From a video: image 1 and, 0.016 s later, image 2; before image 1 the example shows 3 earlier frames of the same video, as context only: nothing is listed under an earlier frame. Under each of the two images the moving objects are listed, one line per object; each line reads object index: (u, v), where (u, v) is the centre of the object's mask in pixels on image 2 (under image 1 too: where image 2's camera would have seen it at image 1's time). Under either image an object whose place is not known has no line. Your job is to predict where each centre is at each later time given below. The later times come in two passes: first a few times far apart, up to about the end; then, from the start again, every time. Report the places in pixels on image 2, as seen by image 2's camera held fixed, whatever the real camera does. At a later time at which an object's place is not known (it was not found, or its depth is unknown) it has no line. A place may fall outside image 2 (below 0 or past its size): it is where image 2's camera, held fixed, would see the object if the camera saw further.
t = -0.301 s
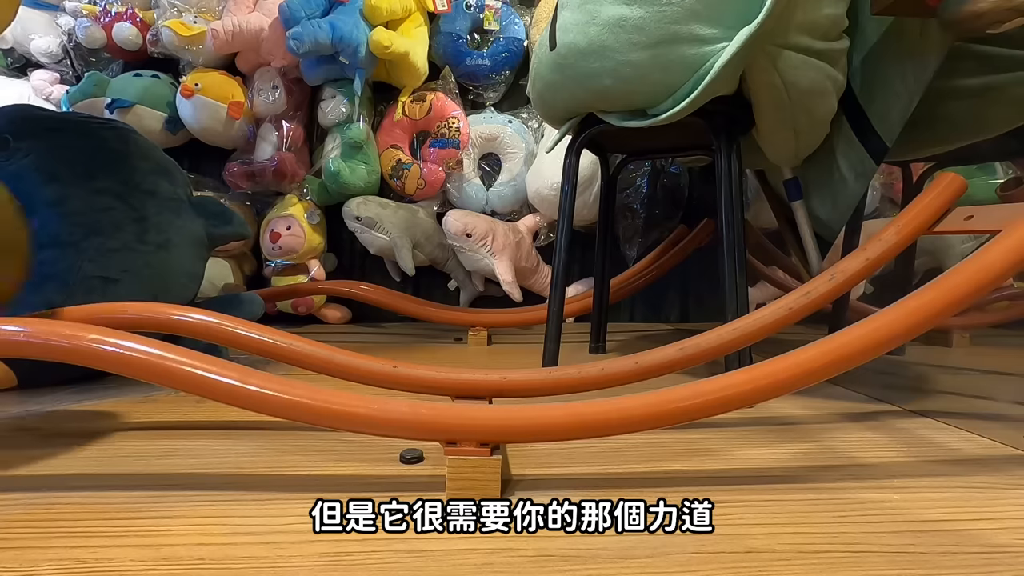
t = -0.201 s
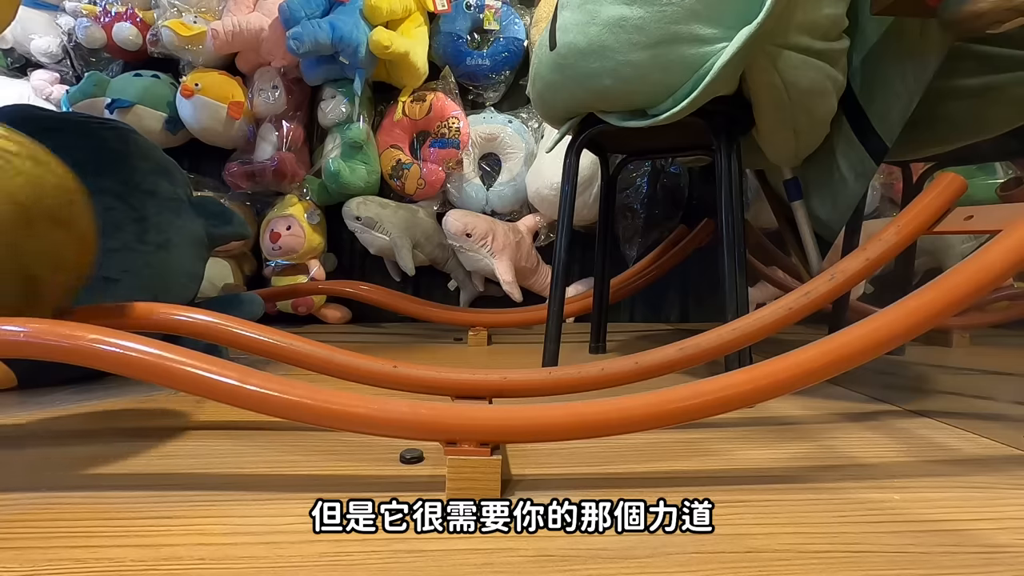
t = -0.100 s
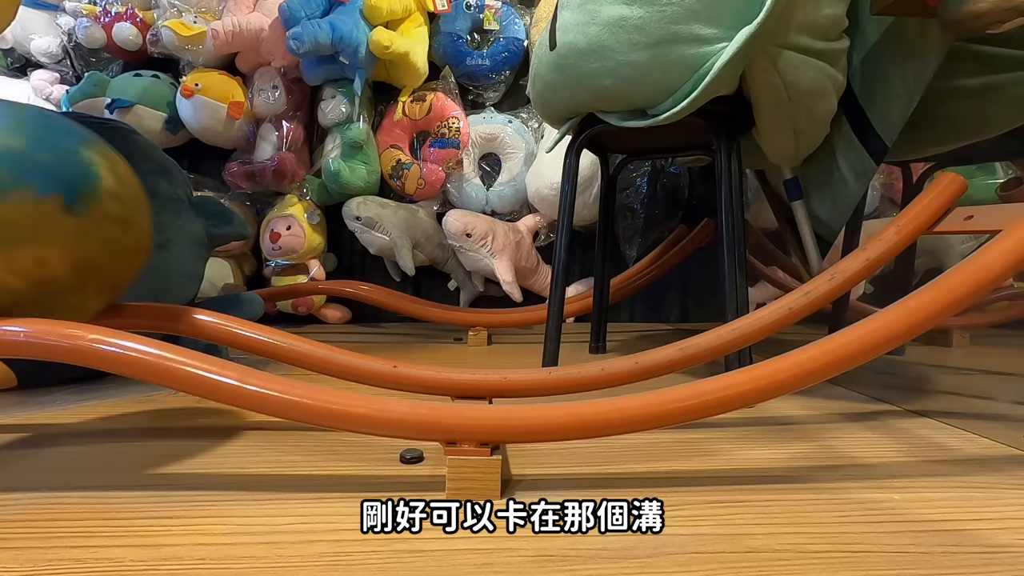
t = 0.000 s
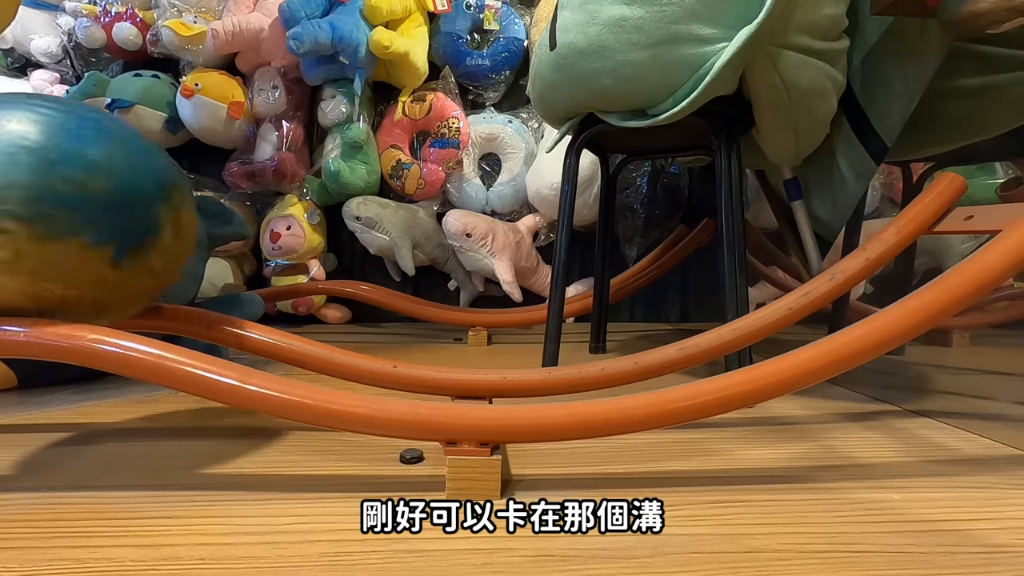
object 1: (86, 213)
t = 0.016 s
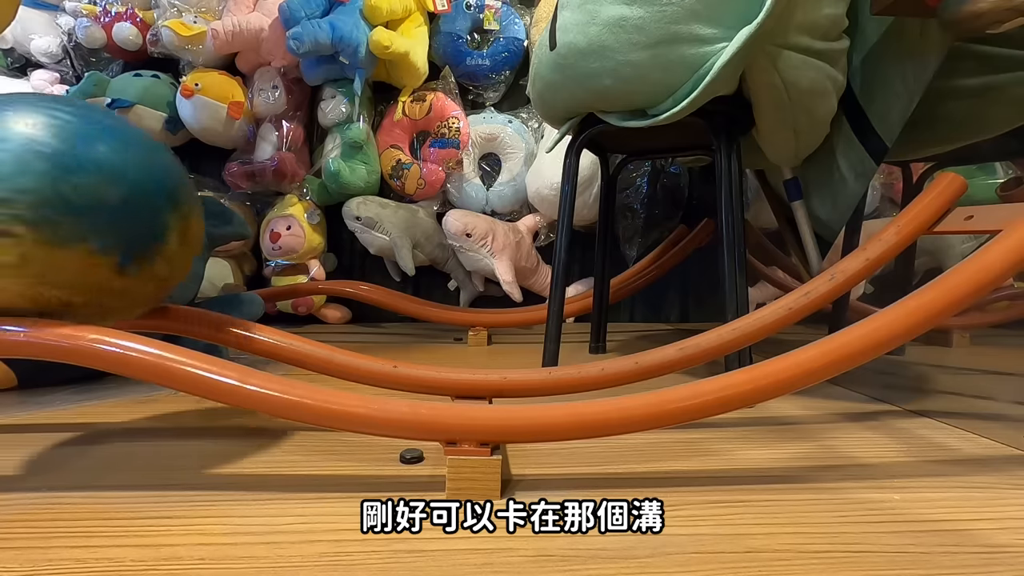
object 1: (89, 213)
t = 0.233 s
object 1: (138, 220)
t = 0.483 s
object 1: (280, 260)
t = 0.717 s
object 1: (480, 298)
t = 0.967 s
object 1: (667, 279)
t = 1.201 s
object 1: (734, 259)
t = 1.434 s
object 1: (675, 277)
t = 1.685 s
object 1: (495, 300)
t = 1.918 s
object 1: (298, 266)
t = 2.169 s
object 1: (159, 225)
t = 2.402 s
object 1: (104, 213)
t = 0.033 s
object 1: (92, 213)
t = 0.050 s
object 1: (96, 213)
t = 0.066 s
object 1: (99, 213)
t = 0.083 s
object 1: (102, 213)
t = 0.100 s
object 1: (105, 213)
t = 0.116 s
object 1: (108, 214)
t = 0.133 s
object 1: (113, 215)
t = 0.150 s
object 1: (116, 215)
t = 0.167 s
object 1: (120, 217)
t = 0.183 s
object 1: (123, 217)
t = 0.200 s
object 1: (128, 218)
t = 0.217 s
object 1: (133, 219)
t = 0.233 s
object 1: (138, 220)
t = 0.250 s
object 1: (144, 222)
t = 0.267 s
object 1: (151, 223)
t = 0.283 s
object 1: (160, 225)
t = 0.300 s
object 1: (168, 227)
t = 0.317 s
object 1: (177, 229)
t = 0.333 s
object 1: (185, 232)
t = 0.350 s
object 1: (196, 234)
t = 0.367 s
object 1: (205, 237)
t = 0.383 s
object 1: (215, 239)
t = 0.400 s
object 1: (225, 242)
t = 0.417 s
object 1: (235, 246)
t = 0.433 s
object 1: (245, 249)
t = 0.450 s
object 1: (256, 253)
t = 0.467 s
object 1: (268, 256)
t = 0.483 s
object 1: (280, 260)
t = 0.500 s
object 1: (292, 263)
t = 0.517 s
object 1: (304, 267)
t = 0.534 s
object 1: (318, 272)
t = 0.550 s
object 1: (333, 275)
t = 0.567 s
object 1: (346, 279)
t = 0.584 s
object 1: (359, 282)
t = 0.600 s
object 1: (375, 286)
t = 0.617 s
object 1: (389, 289)
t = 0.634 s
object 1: (403, 291)
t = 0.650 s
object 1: (419, 293)
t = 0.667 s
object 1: (434, 295)
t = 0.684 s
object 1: (450, 296)
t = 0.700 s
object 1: (465, 298)
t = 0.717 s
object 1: (480, 298)
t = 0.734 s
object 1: (495, 299)
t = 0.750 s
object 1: (510, 300)
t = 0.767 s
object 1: (524, 299)
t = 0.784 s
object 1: (539, 299)
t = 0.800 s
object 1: (552, 299)
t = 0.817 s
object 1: (567, 298)
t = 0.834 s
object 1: (578, 296)
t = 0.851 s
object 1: (591, 295)
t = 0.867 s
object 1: (604, 293)
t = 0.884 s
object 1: (615, 291)
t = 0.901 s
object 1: (627, 289)
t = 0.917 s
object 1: (637, 287)
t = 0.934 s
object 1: (647, 284)
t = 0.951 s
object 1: (658, 282)
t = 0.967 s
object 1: (667, 279)
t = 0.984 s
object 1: (676, 277)
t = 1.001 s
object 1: (685, 275)
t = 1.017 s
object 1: (691, 272)
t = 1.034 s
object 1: (698, 270)
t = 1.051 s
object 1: (705, 268)
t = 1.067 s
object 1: (710, 267)
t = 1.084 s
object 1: (716, 265)
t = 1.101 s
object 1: (720, 263)
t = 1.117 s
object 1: (724, 262)
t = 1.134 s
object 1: (727, 261)
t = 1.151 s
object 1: (730, 260)
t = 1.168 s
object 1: (732, 259)
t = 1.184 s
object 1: (733, 259)
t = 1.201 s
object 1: (734, 259)
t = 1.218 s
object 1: (734, 259)
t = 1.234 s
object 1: (733, 259)
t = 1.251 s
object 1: (732, 260)
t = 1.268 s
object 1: (730, 260)
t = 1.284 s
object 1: (727, 261)
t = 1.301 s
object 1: (724, 262)
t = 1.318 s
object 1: (720, 264)
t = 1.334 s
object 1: (715, 265)
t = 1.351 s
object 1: (710, 267)
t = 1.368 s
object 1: (704, 268)
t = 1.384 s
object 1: (698, 270)
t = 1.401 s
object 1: (691, 273)
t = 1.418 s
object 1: (683, 275)
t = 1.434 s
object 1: (675, 277)
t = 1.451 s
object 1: (666, 279)
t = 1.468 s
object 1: (657, 282)
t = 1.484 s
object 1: (646, 284)
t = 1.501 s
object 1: (636, 287)
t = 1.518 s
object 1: (626, 289)
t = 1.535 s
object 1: (614, 291)
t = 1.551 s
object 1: (603, 293)
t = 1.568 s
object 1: (590, 295)
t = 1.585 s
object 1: (577, 296)
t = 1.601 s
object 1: (565, 298)
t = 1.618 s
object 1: (552, 299)
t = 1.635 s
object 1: (538, 300)
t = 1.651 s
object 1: (525, 300)
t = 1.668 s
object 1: (509, 300)
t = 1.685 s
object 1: (495, 300)
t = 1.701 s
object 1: (480, 300)
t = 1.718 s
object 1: (464, 298)
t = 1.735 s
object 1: (451, 296)
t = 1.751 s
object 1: (435, 296)
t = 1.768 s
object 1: (421, 294)
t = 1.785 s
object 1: (406, 292)
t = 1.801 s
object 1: (392, 290)
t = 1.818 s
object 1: (378, 287)
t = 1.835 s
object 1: (363, 283)
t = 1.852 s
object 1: (350, 280)
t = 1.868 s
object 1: (337, 277)
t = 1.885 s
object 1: (324, 273)
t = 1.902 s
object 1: (310, 270)
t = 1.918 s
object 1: (298, 266)
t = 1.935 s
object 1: (286, 262)
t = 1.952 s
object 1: (274, 258)
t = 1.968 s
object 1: (264, 255)
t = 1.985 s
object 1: (253, 252)
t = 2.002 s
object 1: (243, 248)
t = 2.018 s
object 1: (233, 245)
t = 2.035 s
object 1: (224, 242)
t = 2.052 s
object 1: (215, 239)
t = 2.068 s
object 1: (206, 237)
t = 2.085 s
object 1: (198, 235)
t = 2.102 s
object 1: (189, 232)
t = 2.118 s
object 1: (181, 230)
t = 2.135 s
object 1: (174, 228)
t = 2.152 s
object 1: (166, 227)
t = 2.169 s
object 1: (159, 225)
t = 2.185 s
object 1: (152, 223)
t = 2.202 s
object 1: (146, 222)
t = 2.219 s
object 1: (139, 220)
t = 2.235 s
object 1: (135, 219)
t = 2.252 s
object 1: (131, 218)
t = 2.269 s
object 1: (127, 217)
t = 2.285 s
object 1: (124, 216)
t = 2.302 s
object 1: (121, 216)
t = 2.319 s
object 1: (117, 215)
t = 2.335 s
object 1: (115, 215)
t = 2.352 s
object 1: (112, 214)
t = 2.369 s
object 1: (109, 213)
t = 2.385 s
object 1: (106, 213)
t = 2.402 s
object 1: (104, 213)
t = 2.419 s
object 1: (101, 213)
